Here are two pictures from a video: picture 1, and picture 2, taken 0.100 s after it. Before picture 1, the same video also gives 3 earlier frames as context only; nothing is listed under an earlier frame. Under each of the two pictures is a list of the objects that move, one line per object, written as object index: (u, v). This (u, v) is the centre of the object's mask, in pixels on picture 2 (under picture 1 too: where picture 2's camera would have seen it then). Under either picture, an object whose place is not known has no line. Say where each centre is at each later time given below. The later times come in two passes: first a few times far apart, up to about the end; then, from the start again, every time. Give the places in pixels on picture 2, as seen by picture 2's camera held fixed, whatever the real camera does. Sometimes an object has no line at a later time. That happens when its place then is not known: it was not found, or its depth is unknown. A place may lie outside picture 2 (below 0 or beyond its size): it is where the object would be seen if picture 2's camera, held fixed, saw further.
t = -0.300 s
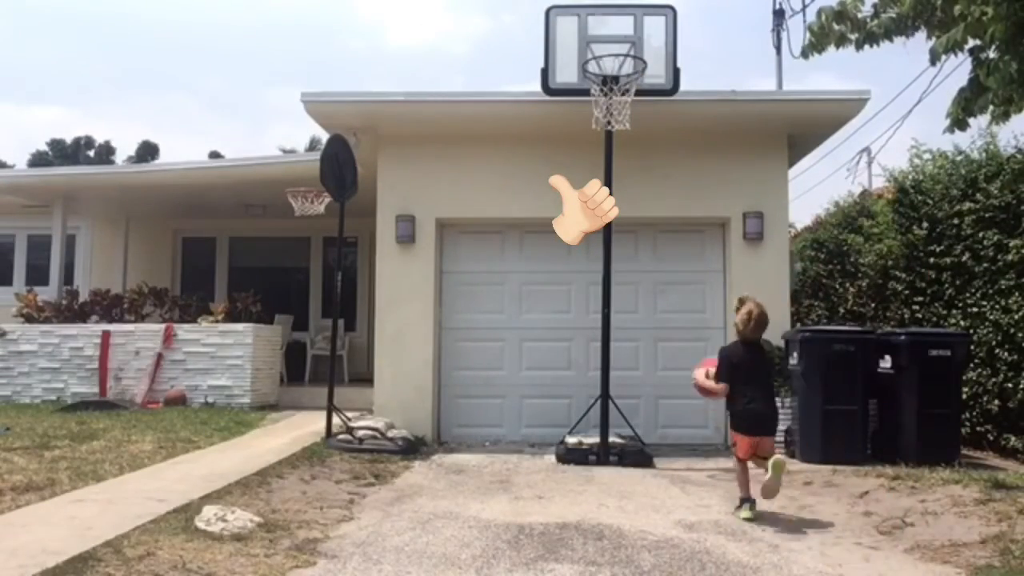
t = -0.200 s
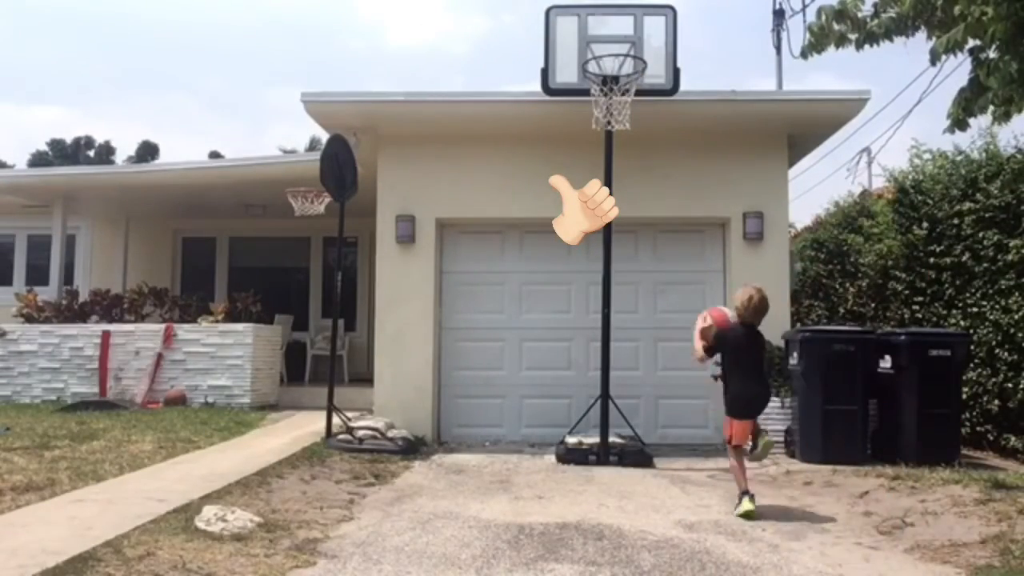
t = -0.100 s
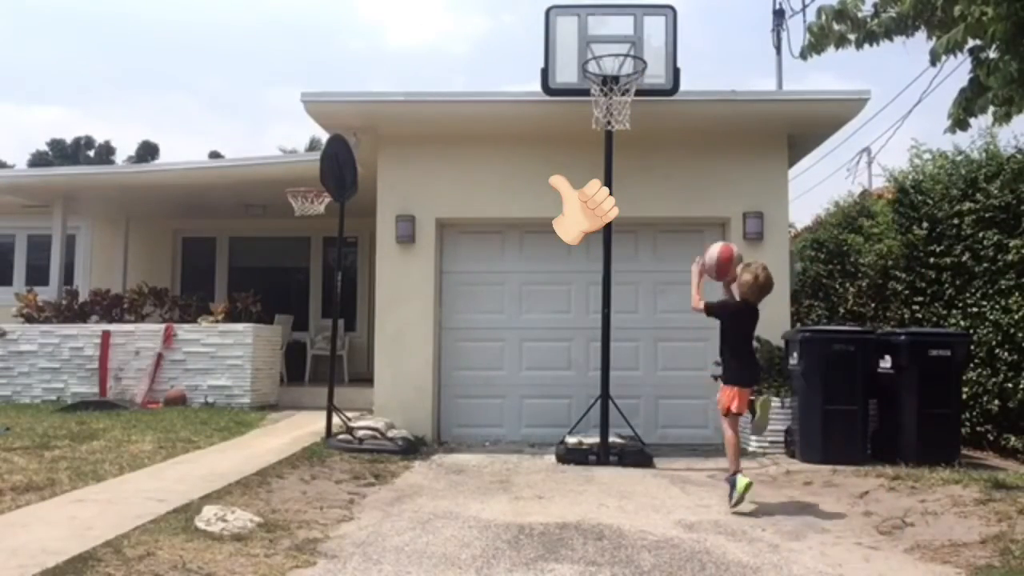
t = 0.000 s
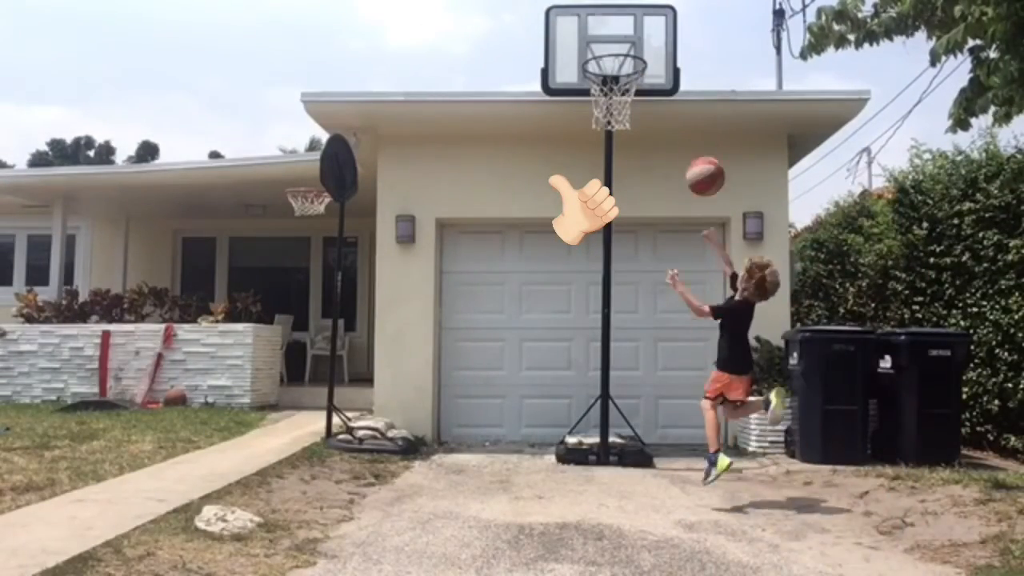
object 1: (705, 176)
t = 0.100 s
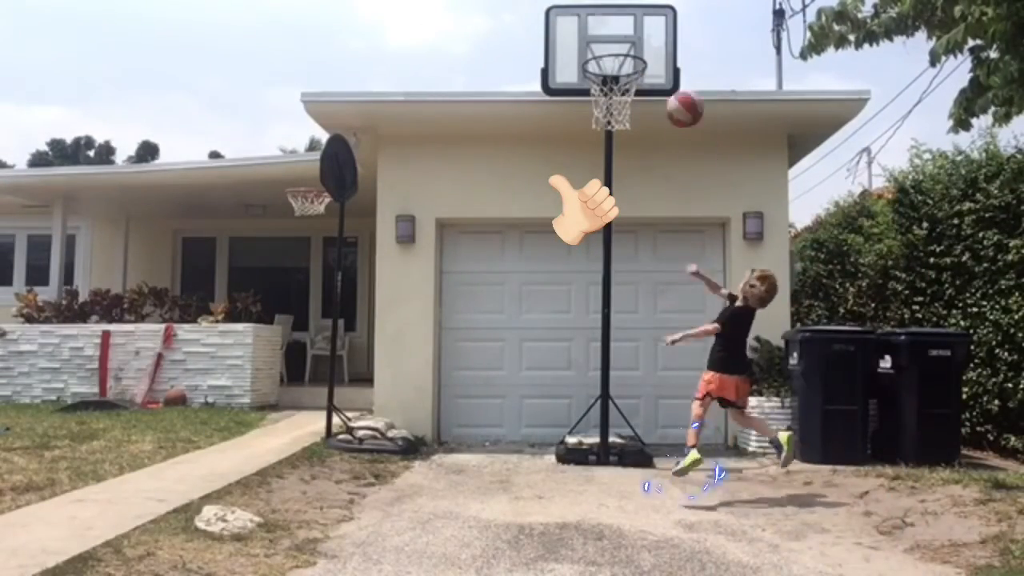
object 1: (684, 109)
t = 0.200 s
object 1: (666, 61)
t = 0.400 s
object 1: (634, 16)
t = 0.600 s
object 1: (607, 25)
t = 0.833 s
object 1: (587, 48)
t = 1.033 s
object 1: (584, 50)
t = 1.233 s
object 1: (571, 51)
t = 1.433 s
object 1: (556, 83)
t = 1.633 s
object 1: (542, 162)
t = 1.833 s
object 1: (530, 286)
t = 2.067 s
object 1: (517, 432)
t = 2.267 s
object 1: (513, 300)
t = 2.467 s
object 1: (508, 224)
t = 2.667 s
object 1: (504, 199)
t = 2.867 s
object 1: (498, 222)
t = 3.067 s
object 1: (493, 295)
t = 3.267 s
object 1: (486, 415)
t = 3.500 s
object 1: (479, 354)
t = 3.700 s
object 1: (472, 289)
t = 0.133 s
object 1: (678, 91)
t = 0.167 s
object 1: (672, 75)
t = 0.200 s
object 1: (666, 61)
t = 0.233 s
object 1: (660, 49)
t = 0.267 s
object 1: (655, 39)
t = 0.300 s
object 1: (650, 30)
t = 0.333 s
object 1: (644, 24)
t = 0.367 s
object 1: (639, 20)
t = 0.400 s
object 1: (634, 16)
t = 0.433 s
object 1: (630, 15)
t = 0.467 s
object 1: (625, 14)
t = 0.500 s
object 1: (621, 15)
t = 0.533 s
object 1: (616, 16)
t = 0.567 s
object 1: (612, 20)
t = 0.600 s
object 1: (607, 25)
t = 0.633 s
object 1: (603, 32)
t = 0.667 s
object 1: (600, 40)
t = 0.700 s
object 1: (595, 48)
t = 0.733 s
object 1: (592, 58)
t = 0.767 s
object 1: (590, 55)
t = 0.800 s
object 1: (588, 51)
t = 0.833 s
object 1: (587, 48)
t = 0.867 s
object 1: (586, 45)
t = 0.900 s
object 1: (586, 43)
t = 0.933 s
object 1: (585, 43)
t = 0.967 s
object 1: (585, 44)
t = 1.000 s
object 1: (585, 47)
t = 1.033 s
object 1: (584, 50)
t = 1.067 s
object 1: (583, 55)
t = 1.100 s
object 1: (582, 55)
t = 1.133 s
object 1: (579, 52)
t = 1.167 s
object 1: (576, 50)
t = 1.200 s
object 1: (573, 50)
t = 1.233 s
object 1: (571, 51)
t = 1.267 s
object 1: (569, 53)
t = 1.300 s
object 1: (567, 57)
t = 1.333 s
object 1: (564, 62)
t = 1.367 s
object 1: (562, 67)
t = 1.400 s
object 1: (559, 74)
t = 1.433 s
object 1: (556, 83)
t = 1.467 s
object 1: (554, 93)
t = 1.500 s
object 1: (552, 105)
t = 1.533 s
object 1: (549, 117)
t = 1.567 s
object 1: (547, 131)
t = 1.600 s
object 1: (544, 146)
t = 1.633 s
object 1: (542, 162)
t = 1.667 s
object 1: (538, 179)
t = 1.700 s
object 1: (538, 198)
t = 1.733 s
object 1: (536, 218)
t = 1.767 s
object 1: (533, 239)
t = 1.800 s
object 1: (531, 261)
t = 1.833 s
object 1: (530, 286)
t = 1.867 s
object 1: (528, 310)
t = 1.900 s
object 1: (526, 337)
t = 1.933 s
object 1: (524, 364)
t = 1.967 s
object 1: (522, 393)
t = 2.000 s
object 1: (520, 423)
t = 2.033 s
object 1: (518, 454)
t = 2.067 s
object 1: (517, 432)
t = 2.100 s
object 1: (516, 406)
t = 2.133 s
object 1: (515, 381)
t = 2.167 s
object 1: (515, 359)
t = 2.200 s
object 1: (514, 338)
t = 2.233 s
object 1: (514, 318)
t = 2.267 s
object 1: (513, 300)
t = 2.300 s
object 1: (512, 284)
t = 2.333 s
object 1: (511, 268)
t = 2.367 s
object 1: (510, 255)
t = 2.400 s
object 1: (509, 243)
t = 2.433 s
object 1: (509, 232)
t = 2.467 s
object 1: (508, 224)
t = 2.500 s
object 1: (508, 215)
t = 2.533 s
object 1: (507, 209)
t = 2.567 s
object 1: (506, 205)
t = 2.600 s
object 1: (505, 201)
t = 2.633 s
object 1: (504, 199)
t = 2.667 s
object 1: (504, 199)
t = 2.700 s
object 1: (502, 199)
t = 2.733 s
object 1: (502, 201)
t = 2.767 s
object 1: (501, 205)
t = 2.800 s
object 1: (500, 209)
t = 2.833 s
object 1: (499, 215)
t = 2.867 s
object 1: (498, 222)
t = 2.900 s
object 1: (497, 231)
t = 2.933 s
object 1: (497, 241)
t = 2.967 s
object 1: (495, 252)
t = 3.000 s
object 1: (495, 265)
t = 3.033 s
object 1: (494, 279)
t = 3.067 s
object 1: (493, 295)
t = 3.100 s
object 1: (491, 312)
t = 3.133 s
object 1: (490, 330)
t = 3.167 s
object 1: (489, 349)
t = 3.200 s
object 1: (488, 369)
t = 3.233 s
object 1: (487, 391)
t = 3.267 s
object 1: (486, 415)
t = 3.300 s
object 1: (485, 439)
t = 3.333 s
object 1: (483, 451)
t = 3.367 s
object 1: (483, 428)
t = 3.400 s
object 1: (481, 407)
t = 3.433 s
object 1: (481, 388)
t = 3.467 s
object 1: (480, 370)
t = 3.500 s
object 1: (479, 354)
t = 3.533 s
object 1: (478, 340)
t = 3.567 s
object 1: (477, 326)
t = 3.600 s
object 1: (476, 315)
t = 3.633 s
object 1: (475, 305)
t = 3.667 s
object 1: (473, 296)
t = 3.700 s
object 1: (472, 289)
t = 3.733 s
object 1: (471, 283)
